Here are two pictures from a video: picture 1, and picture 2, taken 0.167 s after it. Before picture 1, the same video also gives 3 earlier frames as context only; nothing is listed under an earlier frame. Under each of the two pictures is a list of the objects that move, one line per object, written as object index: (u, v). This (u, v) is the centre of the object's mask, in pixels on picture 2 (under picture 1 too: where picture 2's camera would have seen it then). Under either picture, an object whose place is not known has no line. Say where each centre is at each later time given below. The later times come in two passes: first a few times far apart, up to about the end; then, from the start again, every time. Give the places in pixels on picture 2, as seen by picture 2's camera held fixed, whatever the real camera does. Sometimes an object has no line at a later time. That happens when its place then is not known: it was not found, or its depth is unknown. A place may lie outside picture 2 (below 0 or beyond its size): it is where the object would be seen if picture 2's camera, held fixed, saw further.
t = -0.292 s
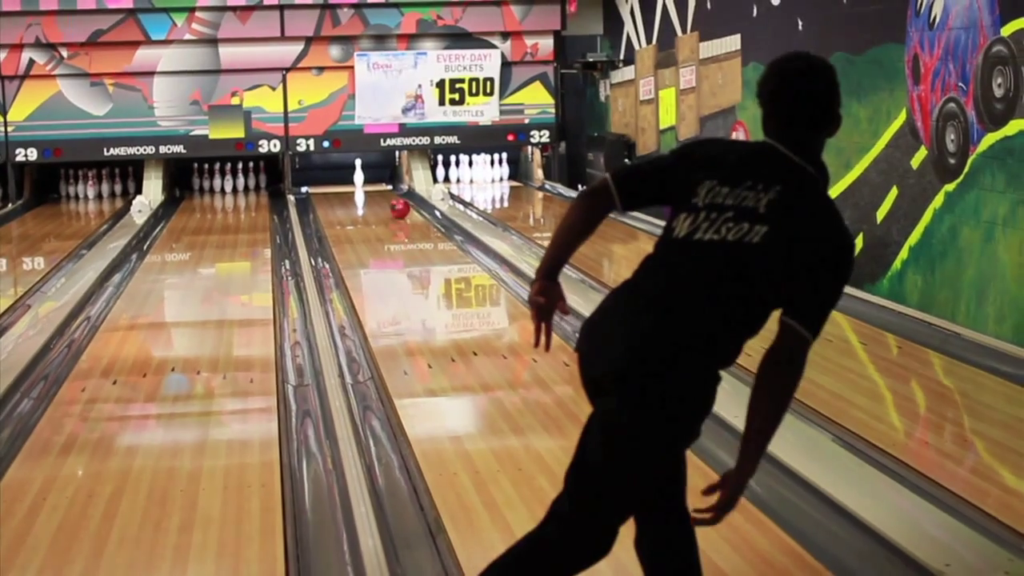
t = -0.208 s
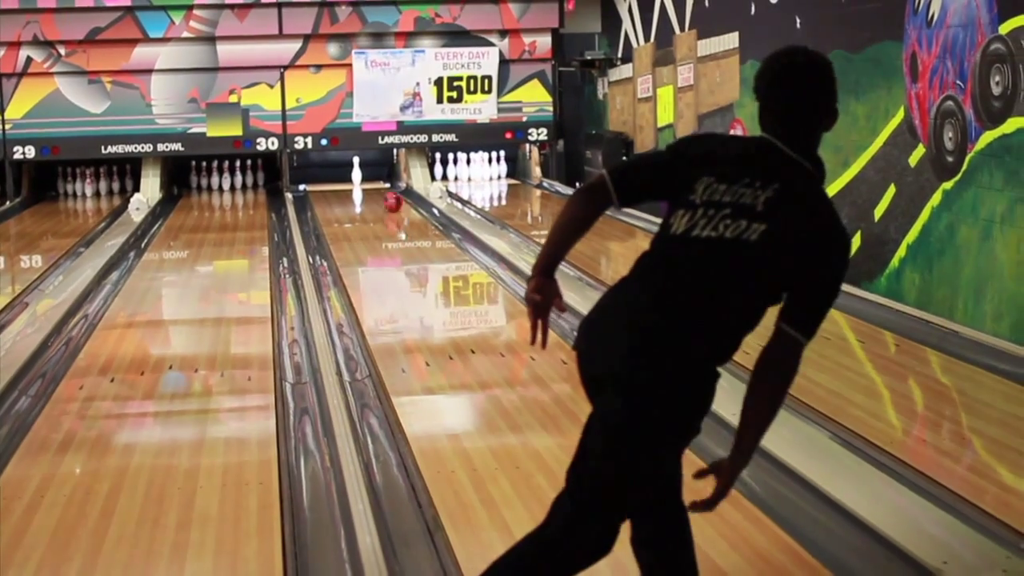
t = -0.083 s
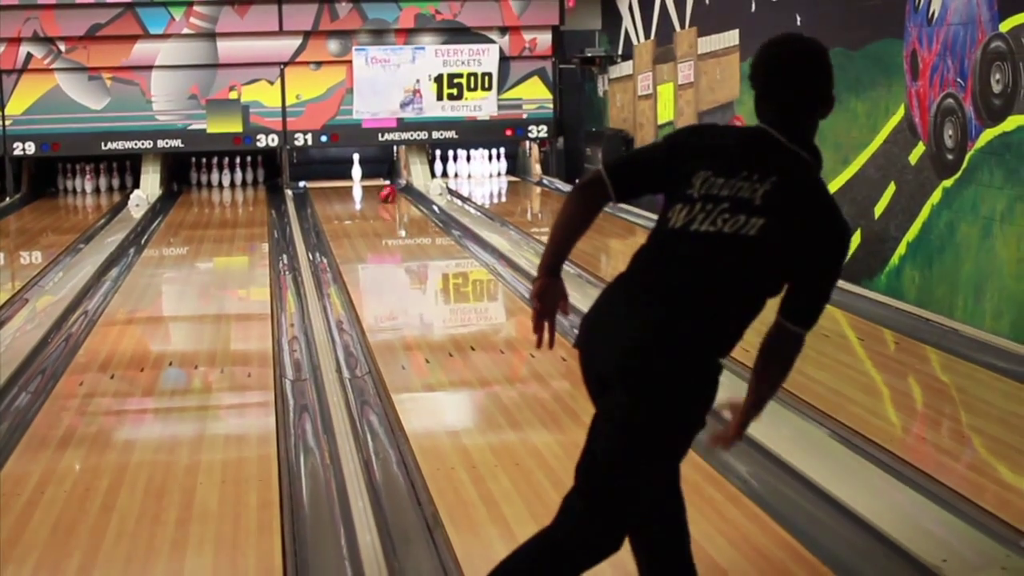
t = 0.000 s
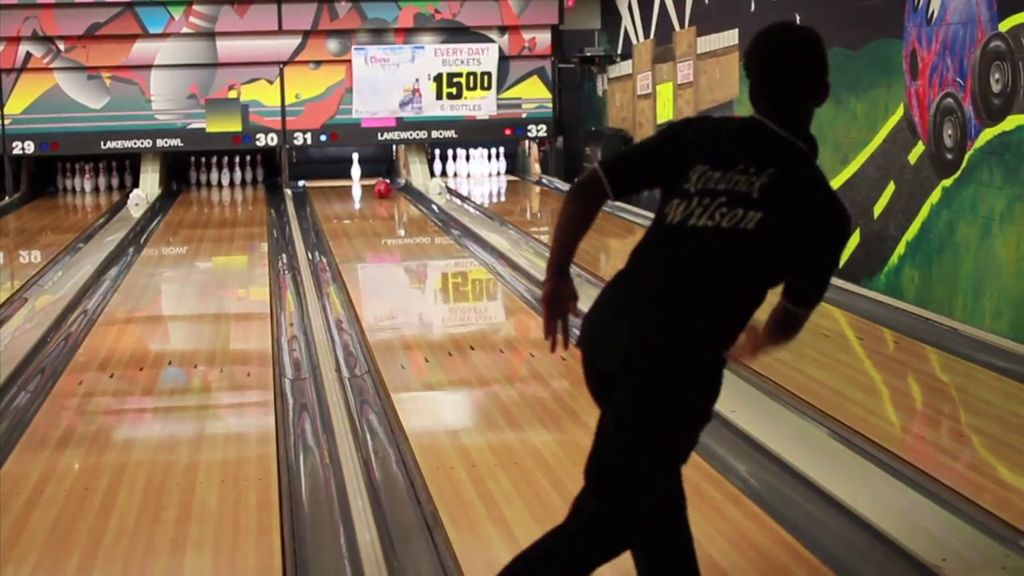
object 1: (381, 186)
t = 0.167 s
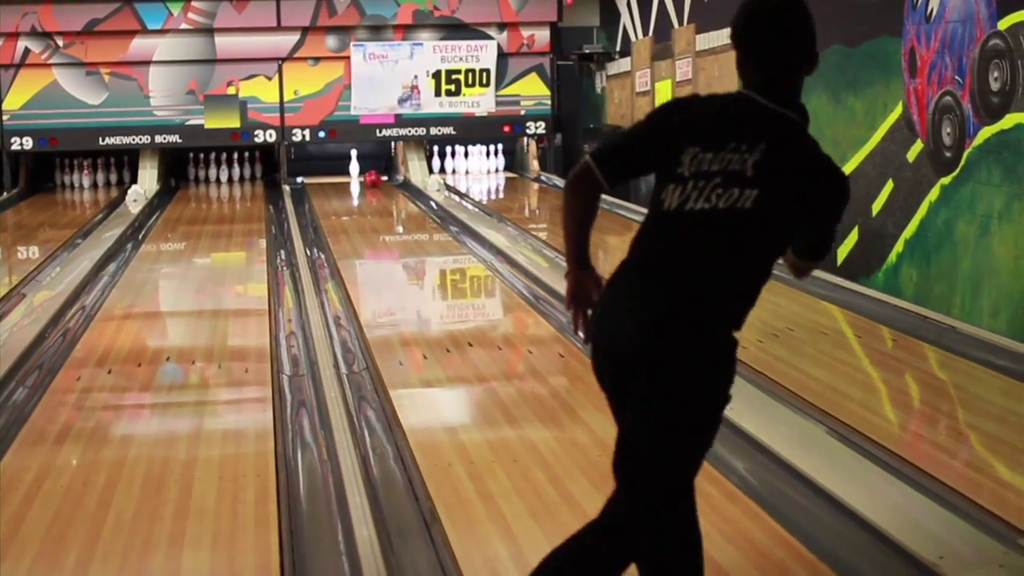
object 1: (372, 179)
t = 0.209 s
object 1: (370, 177)
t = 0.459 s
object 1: (363, 168)
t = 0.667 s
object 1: (363, 167)
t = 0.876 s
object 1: (367, 168)
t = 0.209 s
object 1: (370, 177)
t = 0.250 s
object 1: (369, 175)
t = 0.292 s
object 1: (367, 174)
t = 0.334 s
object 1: (366, 173)
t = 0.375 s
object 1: (364, 172)
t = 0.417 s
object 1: (364, 171)
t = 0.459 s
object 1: (363, 168)
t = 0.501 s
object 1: (363, 168)
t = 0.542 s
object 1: (363, 167)
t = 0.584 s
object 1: (363, 165)
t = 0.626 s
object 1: (363, 167)
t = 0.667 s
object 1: (363, 167)
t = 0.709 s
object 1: (364, 169)
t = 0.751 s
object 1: (365, 169)
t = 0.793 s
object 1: (366, 168)
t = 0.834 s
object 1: (367, 167)
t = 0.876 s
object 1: (367, 168)
